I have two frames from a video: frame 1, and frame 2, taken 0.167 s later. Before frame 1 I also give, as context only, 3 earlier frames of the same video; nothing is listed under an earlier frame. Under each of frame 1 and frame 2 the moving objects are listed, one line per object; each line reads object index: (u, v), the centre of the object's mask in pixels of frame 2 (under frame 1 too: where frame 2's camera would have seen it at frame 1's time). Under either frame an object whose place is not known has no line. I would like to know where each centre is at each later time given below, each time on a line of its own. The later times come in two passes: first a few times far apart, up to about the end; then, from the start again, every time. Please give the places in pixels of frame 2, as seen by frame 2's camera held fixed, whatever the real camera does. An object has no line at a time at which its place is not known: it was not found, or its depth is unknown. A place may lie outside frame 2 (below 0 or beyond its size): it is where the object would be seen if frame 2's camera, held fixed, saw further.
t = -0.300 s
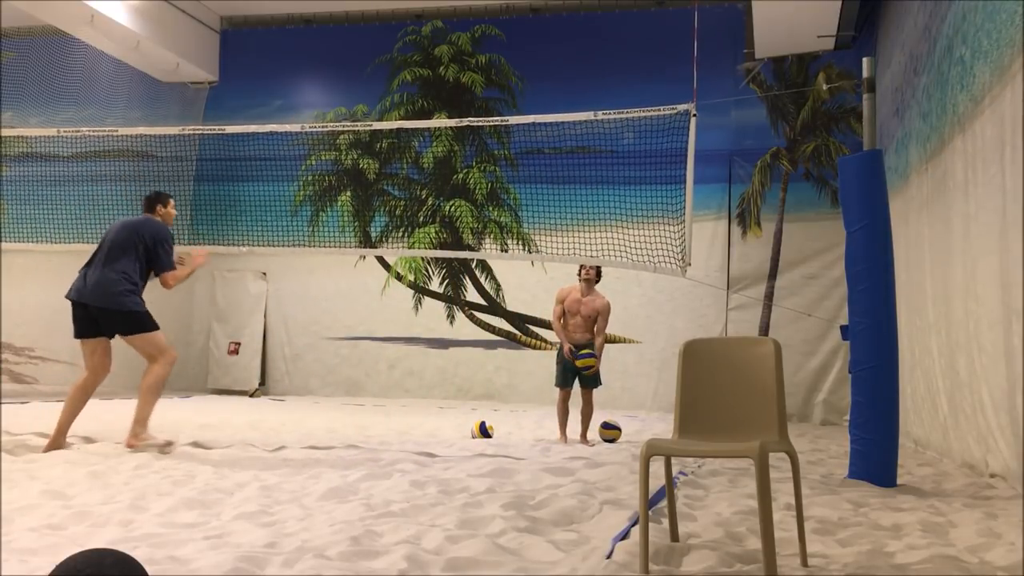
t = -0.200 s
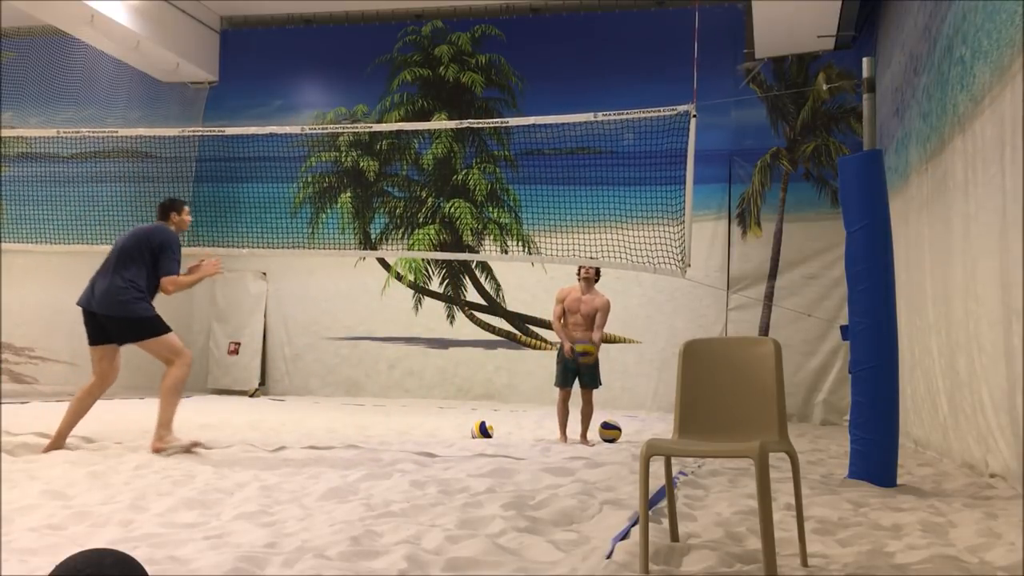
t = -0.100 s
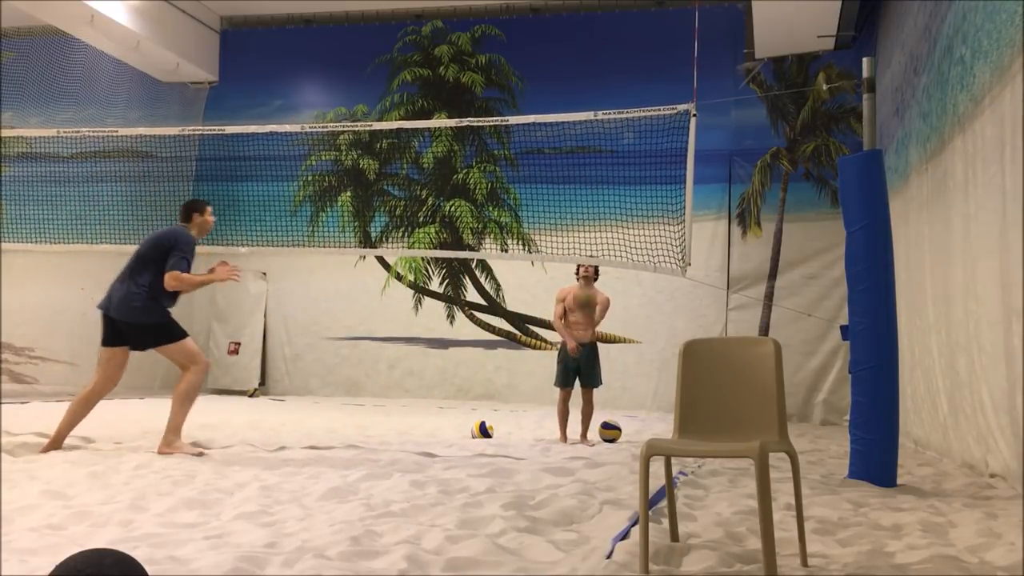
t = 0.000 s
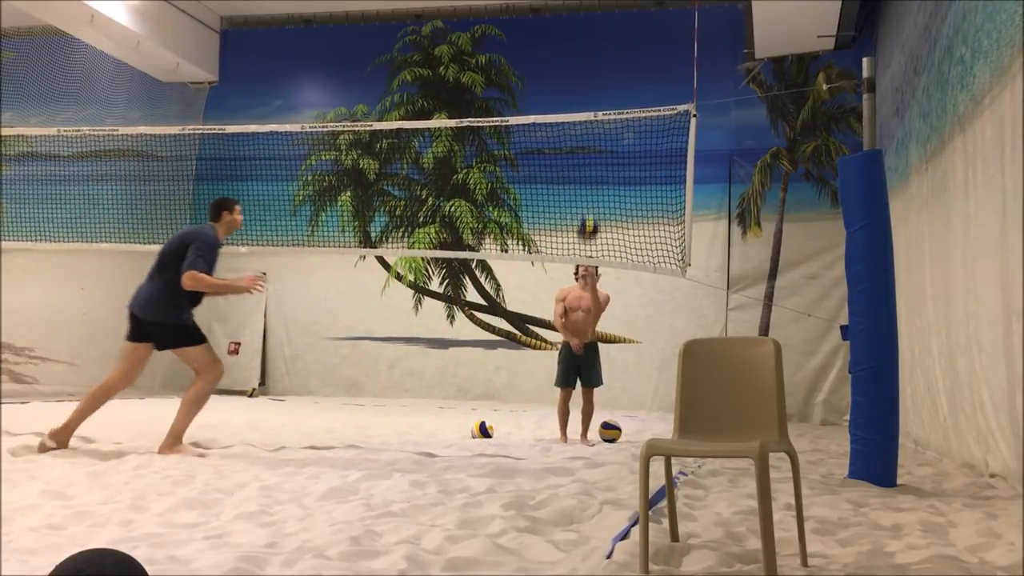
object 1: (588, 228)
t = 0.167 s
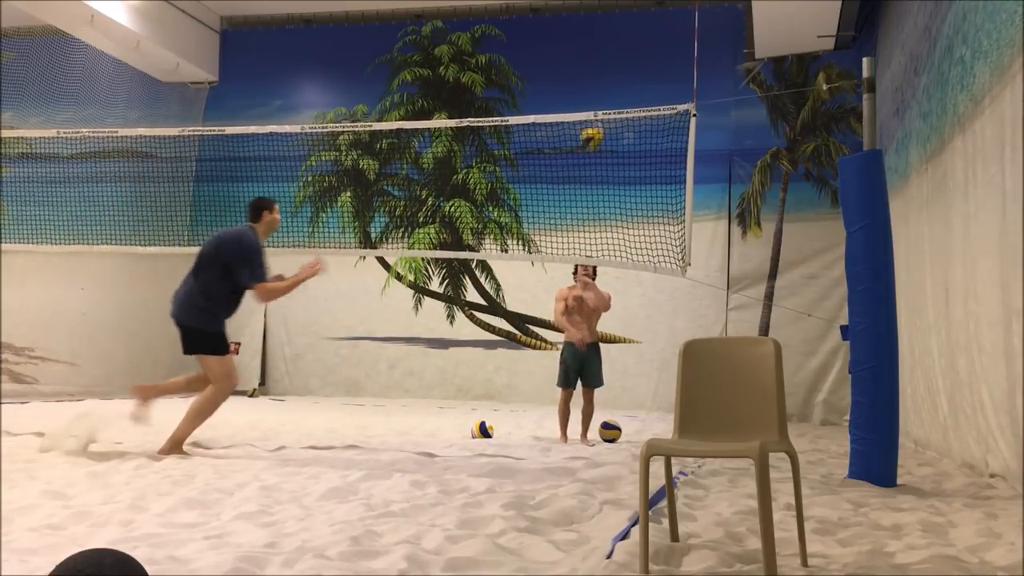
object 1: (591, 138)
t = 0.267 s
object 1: (594, 92)
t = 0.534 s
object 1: (597, 40)
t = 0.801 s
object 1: (597, 62)
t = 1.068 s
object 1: (594, 162)
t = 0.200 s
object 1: (593, 120)
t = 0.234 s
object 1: (594, 103)
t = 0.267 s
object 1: (594, 92)
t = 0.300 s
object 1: (595, 83)
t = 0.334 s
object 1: (595, 72)
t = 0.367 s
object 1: (595, 64)
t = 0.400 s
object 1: (596, 58)
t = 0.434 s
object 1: (596, 52)
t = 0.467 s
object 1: (596, 47)
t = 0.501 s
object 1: (596, 43)
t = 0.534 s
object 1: (597, 40)
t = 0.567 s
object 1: (596, 39)
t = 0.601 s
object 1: (596, 38)
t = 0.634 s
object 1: (597, 38)
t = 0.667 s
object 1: (597, 41)
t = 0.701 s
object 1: (597, 45)
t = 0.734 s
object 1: (597, 50)
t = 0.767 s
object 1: (597, 56)
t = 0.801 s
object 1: (597, 62)
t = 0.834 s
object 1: (597, 71)
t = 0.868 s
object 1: (597, 79)
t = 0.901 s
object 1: (596, 90)
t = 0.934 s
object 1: (595, 100)
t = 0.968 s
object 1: (595, 111)
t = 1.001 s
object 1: (595, 131)
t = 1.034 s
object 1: (595, 146)
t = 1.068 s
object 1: (594, 162)
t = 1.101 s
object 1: (594, 179)
